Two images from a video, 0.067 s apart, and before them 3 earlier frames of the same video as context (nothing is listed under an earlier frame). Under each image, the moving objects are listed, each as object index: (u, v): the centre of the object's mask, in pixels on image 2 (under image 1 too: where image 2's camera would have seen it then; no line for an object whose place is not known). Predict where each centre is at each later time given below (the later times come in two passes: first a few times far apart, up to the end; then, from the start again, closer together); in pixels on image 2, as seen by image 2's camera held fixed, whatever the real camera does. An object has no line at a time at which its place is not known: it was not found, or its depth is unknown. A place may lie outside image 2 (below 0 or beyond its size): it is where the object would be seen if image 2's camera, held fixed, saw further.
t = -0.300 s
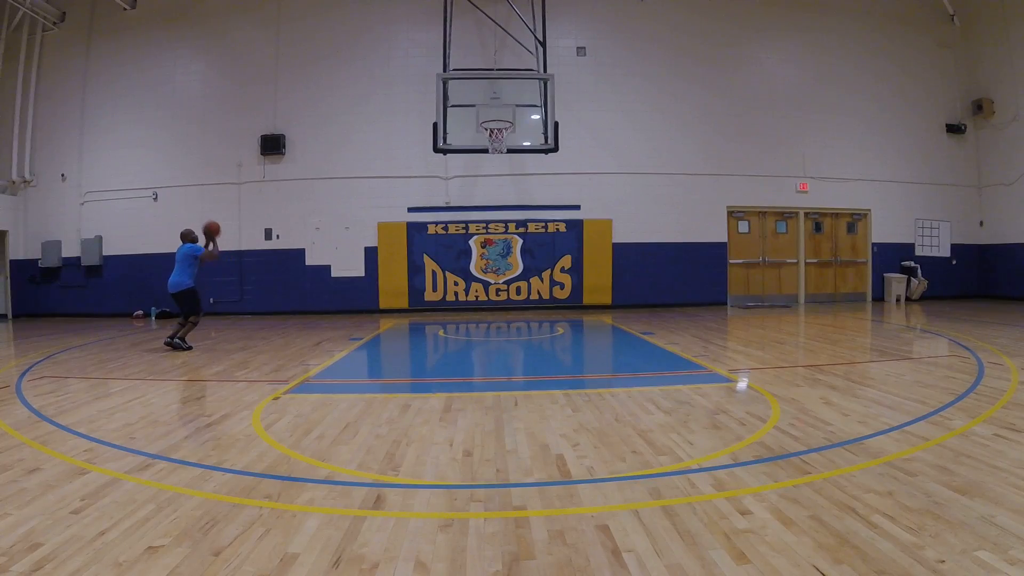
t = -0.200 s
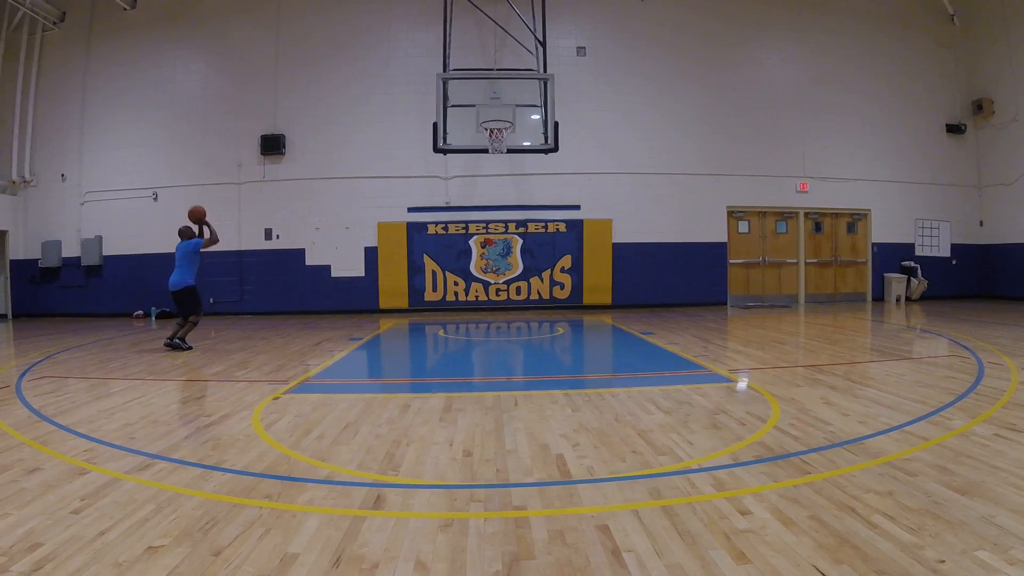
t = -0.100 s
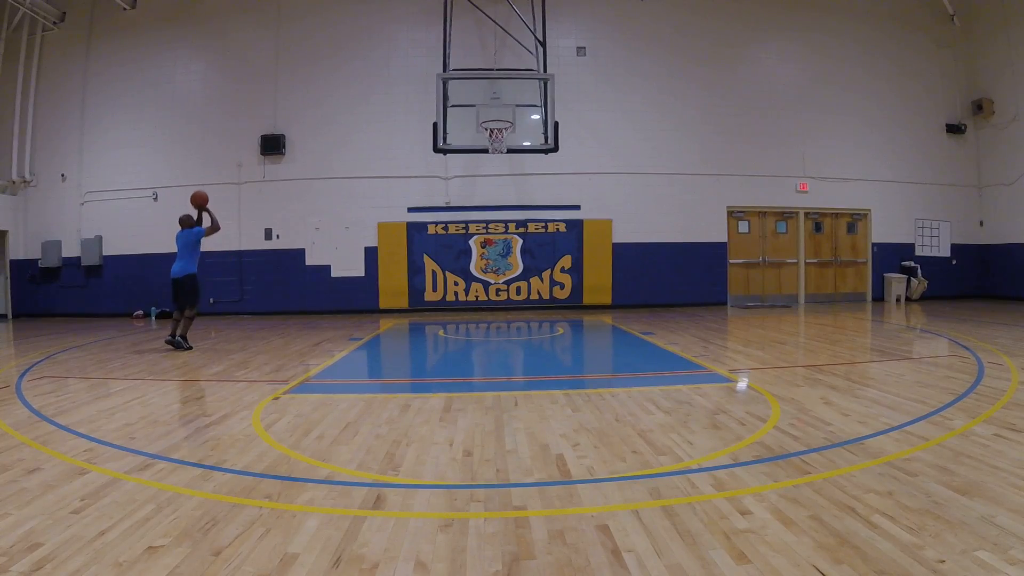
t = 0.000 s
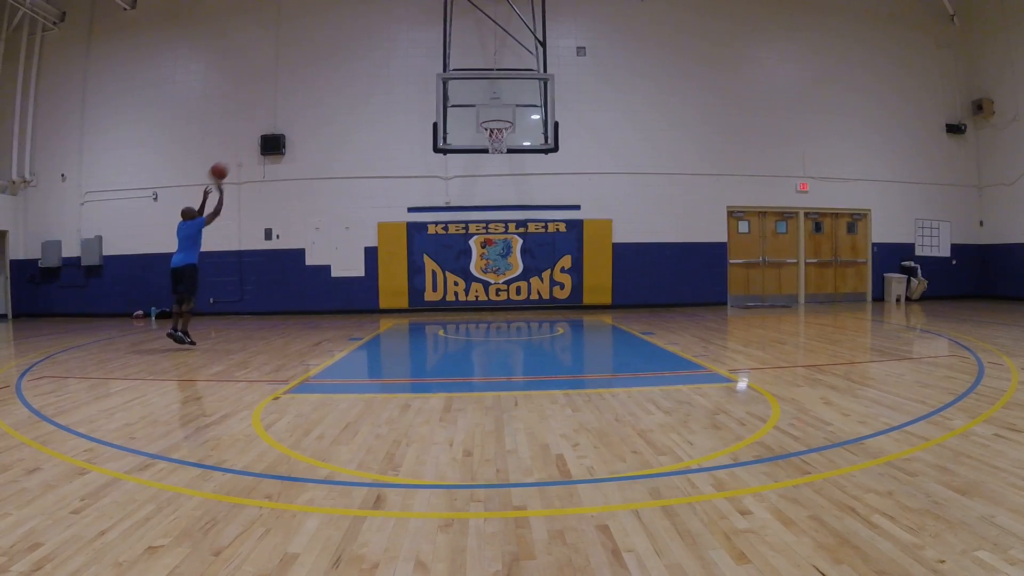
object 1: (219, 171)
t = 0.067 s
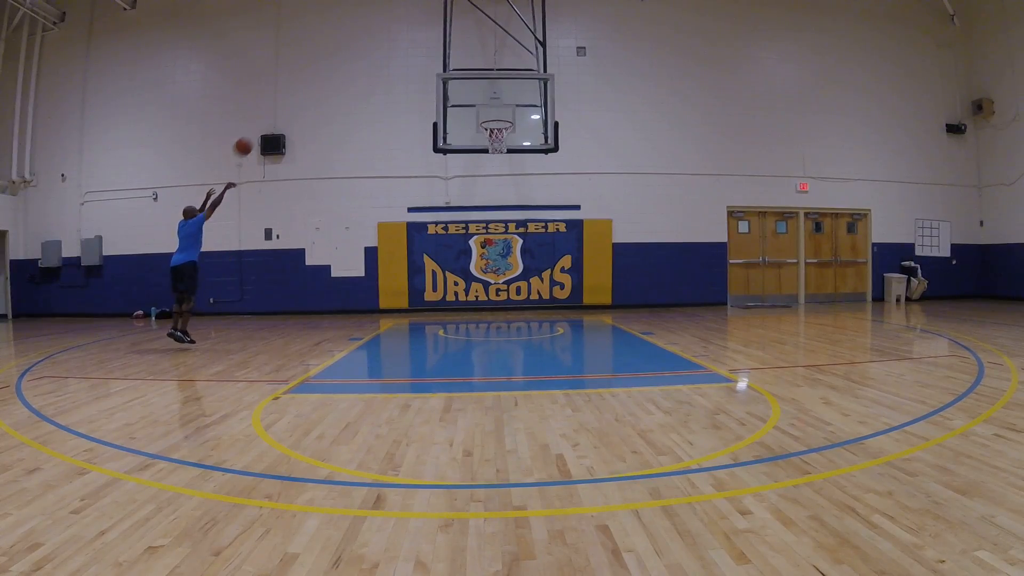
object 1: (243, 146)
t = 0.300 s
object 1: (326, 91)
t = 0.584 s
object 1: (415, 79)
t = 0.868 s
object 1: (486, 112)
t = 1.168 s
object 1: (502, 132)
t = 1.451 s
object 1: (491, 152)
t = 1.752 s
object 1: (492, 220)
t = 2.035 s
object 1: (494, 314)
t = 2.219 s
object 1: (498, 261)
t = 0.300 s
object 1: (326, 91)
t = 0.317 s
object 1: (331, 89)
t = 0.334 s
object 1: (337, 87)
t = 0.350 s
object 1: (343, 84)
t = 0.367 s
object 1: (348, 83)
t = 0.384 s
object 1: (354, 81)
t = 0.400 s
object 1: (359, 80)
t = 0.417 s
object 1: (364, 79)
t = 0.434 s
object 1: (370, 78)
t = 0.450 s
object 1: (375, 78)
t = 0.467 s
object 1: (380, 77)
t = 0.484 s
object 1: (385, 77)
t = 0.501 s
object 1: (390, 77)
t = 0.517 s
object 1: (395, 77)
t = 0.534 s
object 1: (400, 77)
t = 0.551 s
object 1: (405, 78)
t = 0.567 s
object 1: (410, 78)
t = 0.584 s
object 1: (415, 79)
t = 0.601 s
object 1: (420, 80)
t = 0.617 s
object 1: (425, 81)
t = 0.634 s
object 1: (430, 83)
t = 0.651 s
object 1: (434, 84)
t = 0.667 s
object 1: (438, 86)
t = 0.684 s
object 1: (443, 87)
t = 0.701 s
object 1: (449, 90)
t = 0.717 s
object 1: (452, 92)
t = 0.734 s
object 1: (458, 94)
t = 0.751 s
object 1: (462, 97)
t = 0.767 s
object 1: (466, 99)
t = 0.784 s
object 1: (471, 102)
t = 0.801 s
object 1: (475, 105)
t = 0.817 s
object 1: (478, 107)
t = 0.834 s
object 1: (480, 108)
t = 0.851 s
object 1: (483, 110)
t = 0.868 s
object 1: (486, 112)
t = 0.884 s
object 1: (489, 114)
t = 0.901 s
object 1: (492, 116)
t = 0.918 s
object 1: (495, 119)
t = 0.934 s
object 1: (497, 121)
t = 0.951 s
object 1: (497, 125)
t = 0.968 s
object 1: (501, 124)
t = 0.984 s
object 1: (508, 132)
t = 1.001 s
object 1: (509, 133)
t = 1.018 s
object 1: (510, 136)
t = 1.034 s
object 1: (510, 135)
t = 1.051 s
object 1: (509, 134)
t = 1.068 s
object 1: (508, 134)
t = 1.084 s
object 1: (507, 132)
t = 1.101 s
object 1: (506, 132)
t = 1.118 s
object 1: (505, 132)
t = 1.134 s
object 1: (504, 131)
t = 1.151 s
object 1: (503, 132)
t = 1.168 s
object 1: (502, 132)
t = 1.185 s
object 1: (500, 133)
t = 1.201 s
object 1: (499, 133)
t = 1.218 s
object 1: (498, 134)
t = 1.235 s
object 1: (497, 135)
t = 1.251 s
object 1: (496, 135)
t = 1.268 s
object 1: (495, 138)
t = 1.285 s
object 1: (495, 138)
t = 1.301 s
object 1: (494, 139)
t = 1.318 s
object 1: (493, 139)
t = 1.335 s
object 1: (493, 142)
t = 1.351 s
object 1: (492, 143)
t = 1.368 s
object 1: (492, 144)
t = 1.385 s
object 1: (492, 146)
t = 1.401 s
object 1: (492, 147)
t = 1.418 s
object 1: (492, 148)
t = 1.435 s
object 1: (491, 151)
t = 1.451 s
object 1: (491, 152)
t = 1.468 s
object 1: (492, 154)
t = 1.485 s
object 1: (492, 157)
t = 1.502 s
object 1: (492, 159)
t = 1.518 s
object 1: (492, 162)
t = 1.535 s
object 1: (492, 165)
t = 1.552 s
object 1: (492, 168)
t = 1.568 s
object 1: (492, 172)
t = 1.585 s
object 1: (492, 175)
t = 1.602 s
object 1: (492, 178)
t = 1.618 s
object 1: (492, 183)
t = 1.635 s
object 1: (492, 187)
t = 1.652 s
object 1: (492, 191)
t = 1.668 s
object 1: (492, 195)
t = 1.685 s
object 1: (492, 199)
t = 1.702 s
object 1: (492, 205)
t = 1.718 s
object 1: (493, 209)
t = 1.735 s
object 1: (493, 214)
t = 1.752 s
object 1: (492, 220)
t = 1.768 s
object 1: (492, 226)
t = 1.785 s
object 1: (492, 230)
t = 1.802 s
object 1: (492, 237)
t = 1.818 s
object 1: (492, 242)
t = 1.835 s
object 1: (492, 247)
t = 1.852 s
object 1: (492, 253)
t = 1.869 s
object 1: (493, 260)
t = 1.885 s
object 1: (492, 266)
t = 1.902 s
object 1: (492, 272)
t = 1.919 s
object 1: (493, 280)
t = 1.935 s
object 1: (493, 288)
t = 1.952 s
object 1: (493, 292)
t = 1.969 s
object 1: (493, 300)
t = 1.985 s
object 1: (492, 308)
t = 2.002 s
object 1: (493, 316)
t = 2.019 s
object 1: (493, 319)
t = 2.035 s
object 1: (494, 314)
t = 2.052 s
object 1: (493, 308)
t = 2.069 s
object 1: (494, 302)
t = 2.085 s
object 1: (496, 297)
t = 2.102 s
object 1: (495, 292)
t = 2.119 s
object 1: (496, 288)
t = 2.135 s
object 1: (496, 282)
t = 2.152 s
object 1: (497, 277)
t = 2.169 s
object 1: (497, 272)
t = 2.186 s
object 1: (497, 269)
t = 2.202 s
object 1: (498, 265)
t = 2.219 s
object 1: (498, 261)
